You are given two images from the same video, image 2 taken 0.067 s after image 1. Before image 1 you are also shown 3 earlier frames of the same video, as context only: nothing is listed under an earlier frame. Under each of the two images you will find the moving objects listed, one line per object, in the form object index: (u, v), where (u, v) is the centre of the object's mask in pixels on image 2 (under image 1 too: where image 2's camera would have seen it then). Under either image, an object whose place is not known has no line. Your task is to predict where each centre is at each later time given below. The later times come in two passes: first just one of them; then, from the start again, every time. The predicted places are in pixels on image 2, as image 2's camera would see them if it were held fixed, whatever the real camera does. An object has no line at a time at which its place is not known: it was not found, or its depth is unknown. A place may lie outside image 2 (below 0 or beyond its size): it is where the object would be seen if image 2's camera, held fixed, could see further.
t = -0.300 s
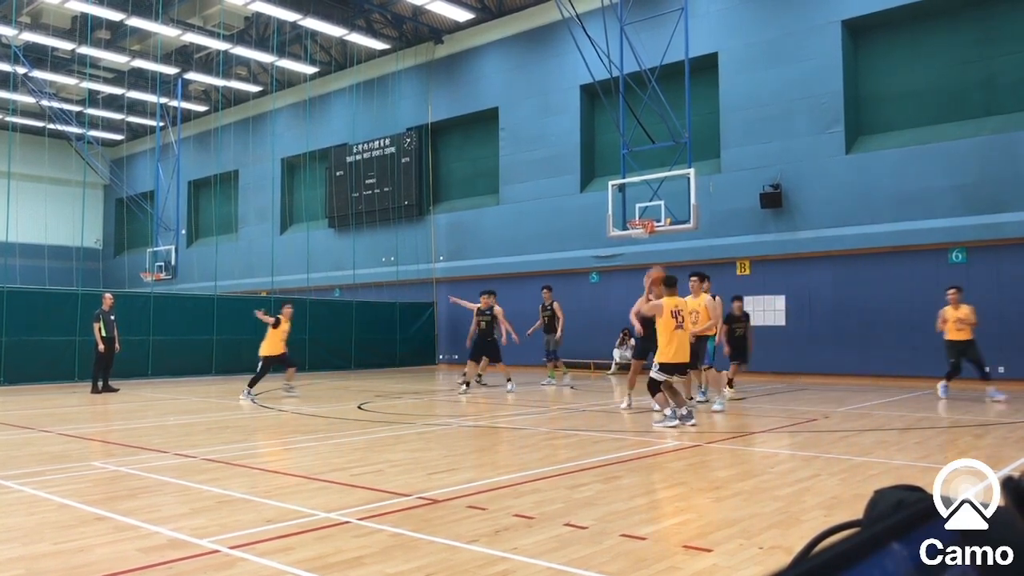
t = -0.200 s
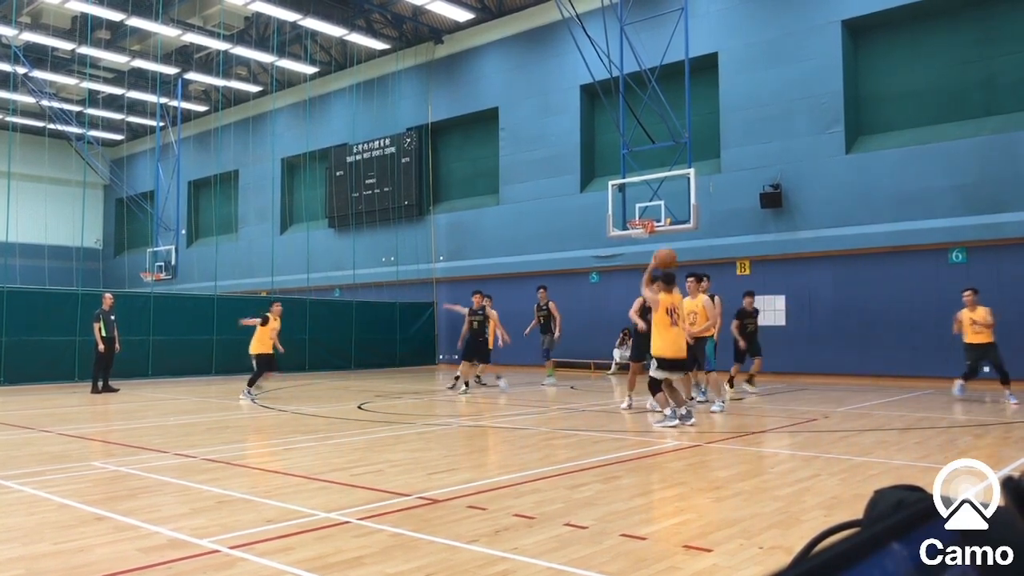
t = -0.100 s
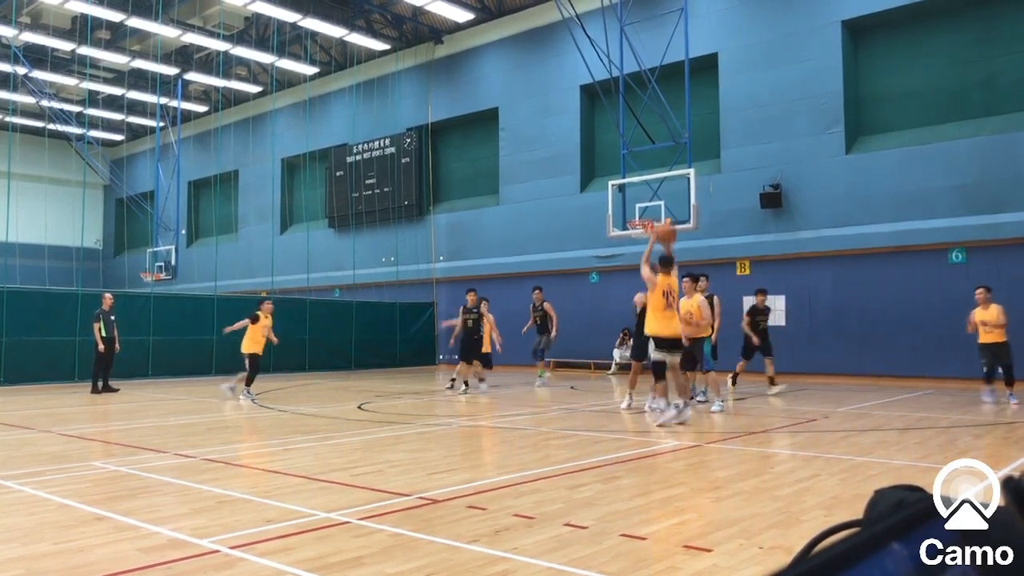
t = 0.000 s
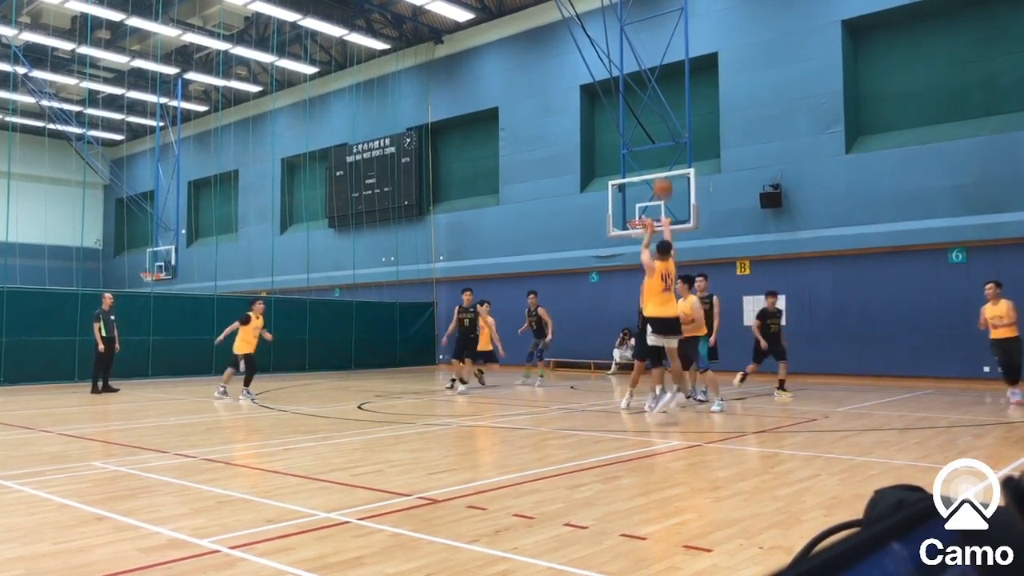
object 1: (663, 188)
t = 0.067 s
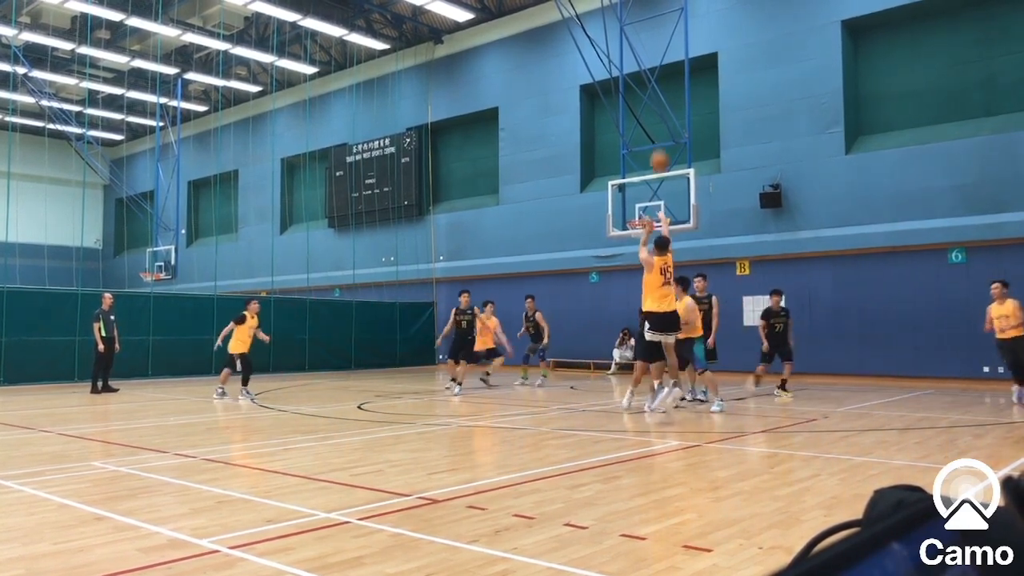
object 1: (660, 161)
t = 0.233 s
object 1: (655, 118)
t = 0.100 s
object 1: (658, 150)
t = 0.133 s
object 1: (657, 140)
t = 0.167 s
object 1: (657, 132)
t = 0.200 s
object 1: (656, 125)
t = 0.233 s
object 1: (655, 118)
